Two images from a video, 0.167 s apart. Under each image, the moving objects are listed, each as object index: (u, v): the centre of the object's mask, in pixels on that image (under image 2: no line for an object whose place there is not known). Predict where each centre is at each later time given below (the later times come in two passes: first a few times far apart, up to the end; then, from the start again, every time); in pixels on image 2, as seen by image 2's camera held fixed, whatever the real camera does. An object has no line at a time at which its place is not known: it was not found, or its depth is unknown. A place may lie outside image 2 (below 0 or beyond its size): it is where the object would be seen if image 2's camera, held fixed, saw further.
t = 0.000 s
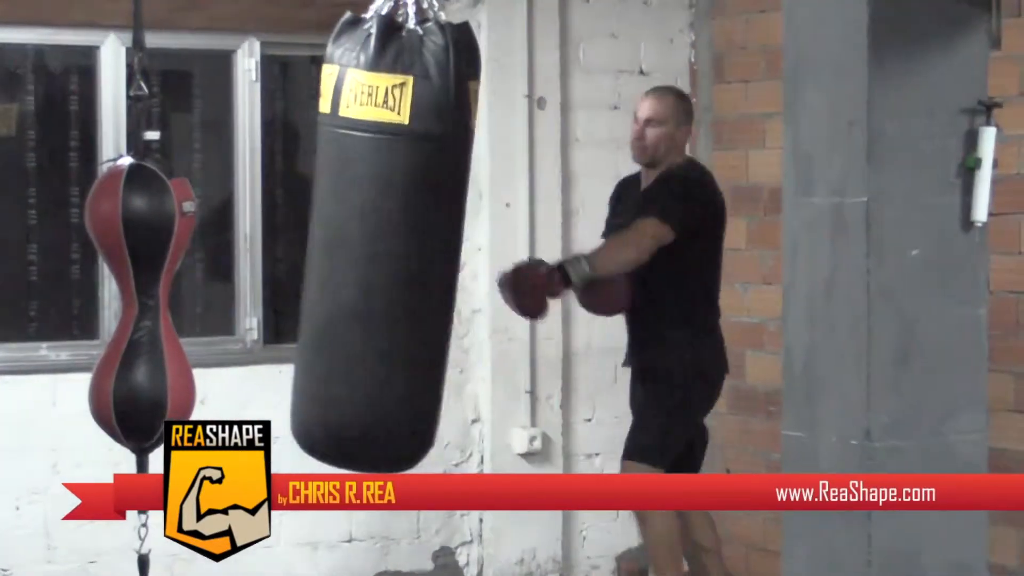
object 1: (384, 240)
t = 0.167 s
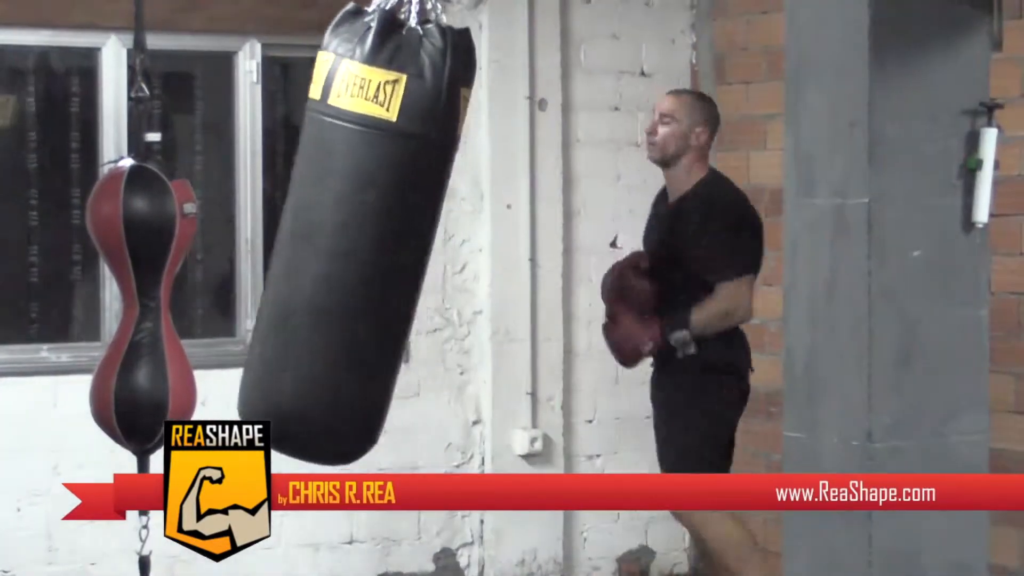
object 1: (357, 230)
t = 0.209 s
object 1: (351, 229)
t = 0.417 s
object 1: (338, 229)
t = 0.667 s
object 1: (364, 238)
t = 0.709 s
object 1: (369, 238)
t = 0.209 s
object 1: (351, 229)
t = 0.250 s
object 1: (344, 225)
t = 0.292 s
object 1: (341, 225)
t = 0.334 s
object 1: (335, 223)
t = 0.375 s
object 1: (336, 224)
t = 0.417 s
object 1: (338, 229)
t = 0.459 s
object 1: (341, 232)
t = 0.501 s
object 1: (345, 234)
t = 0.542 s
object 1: (347, 235)
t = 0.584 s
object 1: (351, 237)
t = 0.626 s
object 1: (356, 237)
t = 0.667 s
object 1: (364, 238)
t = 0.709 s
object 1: (369, 238)
